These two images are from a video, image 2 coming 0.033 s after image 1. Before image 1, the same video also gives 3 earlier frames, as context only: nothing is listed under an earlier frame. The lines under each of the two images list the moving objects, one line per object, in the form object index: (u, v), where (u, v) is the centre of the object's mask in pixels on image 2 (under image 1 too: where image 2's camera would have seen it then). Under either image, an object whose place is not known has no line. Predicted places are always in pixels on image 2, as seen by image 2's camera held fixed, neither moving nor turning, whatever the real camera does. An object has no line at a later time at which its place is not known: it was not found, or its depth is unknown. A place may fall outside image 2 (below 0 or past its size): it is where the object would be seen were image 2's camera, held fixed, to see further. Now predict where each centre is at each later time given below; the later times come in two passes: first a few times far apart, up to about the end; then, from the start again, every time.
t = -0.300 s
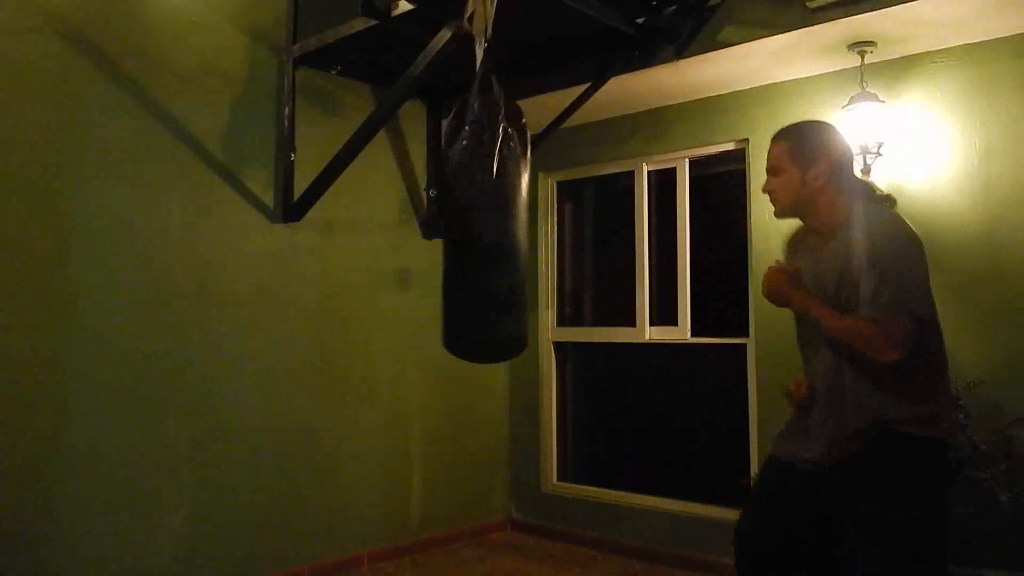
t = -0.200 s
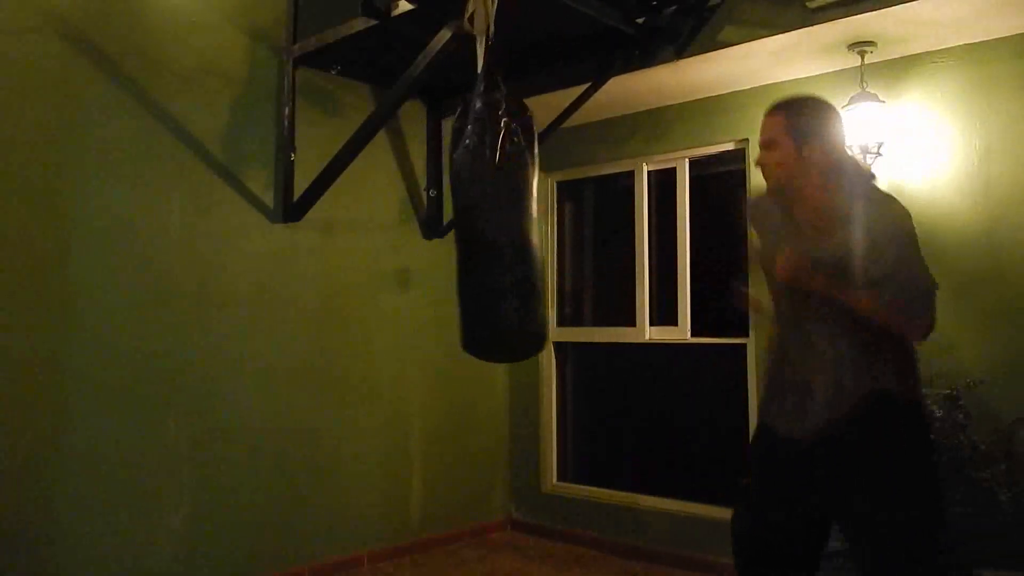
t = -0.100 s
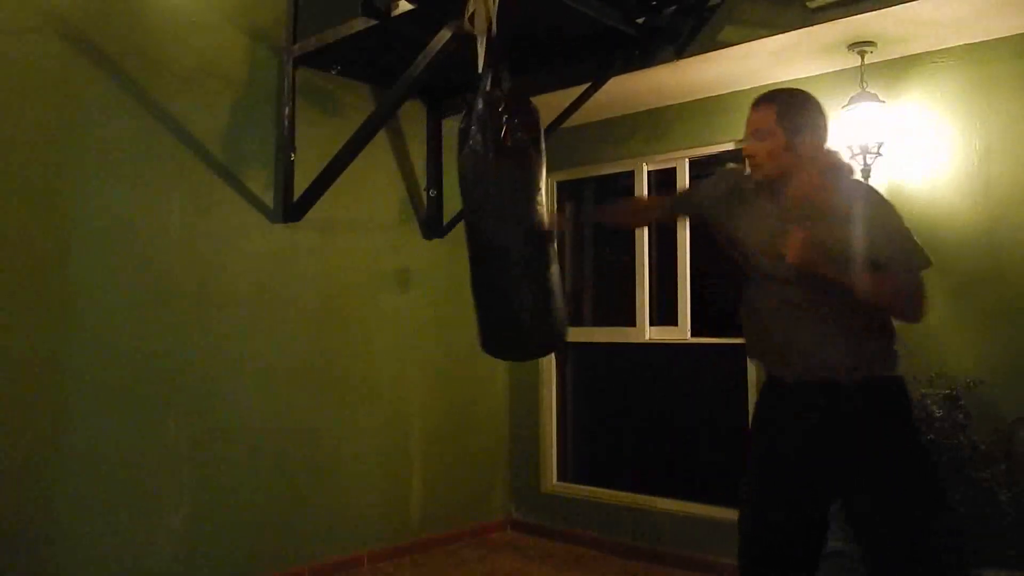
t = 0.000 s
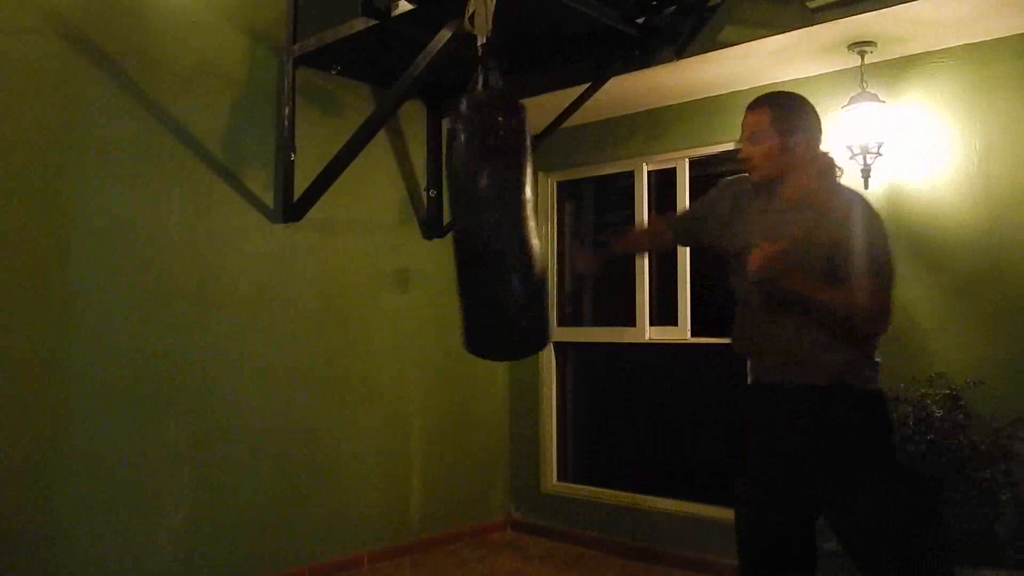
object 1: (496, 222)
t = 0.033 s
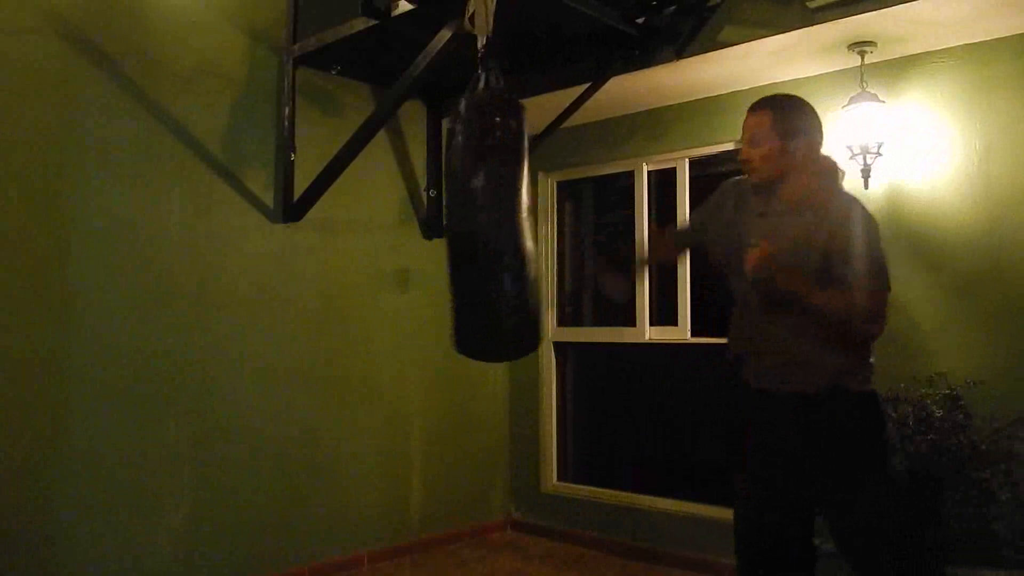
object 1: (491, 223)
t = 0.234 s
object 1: (465, 225)
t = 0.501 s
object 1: (452, 222)
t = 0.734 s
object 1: (469, 221)
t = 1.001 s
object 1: (506, 220)
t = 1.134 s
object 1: (523, 217)
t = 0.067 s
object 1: (487, 225)
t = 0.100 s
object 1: (482, 225)
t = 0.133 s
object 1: (477, 225)
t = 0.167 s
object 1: (472, 226)
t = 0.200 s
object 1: (468, 226)
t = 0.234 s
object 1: (465, 225)
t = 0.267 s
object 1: (460, 225)
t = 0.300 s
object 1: (457, 225)
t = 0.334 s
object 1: (455, 224)
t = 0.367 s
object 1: (453, 223)
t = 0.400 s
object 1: (452, 223)
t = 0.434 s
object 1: (451, 222)
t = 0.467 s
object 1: (451, 222)
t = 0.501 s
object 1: (452, 222)
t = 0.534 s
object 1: (453, 221)
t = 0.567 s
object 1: (455, 221)
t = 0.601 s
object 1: (457, 221)
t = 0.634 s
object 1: (460, 221)
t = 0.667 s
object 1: (462, 220)
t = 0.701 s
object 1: (466, 222)
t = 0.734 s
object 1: (469, 221)
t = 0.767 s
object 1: (472, 220)
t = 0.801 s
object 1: (476, 219)
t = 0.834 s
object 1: (483, 225)
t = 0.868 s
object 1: (487, 221)
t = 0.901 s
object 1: (492, 221)
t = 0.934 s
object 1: (496, 221)
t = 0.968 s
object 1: (501, 221)
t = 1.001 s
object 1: (506, 220)
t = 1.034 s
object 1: (510, 219)
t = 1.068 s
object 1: (515, 218)
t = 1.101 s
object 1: (519, 218)
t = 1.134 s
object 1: (523, 217)
